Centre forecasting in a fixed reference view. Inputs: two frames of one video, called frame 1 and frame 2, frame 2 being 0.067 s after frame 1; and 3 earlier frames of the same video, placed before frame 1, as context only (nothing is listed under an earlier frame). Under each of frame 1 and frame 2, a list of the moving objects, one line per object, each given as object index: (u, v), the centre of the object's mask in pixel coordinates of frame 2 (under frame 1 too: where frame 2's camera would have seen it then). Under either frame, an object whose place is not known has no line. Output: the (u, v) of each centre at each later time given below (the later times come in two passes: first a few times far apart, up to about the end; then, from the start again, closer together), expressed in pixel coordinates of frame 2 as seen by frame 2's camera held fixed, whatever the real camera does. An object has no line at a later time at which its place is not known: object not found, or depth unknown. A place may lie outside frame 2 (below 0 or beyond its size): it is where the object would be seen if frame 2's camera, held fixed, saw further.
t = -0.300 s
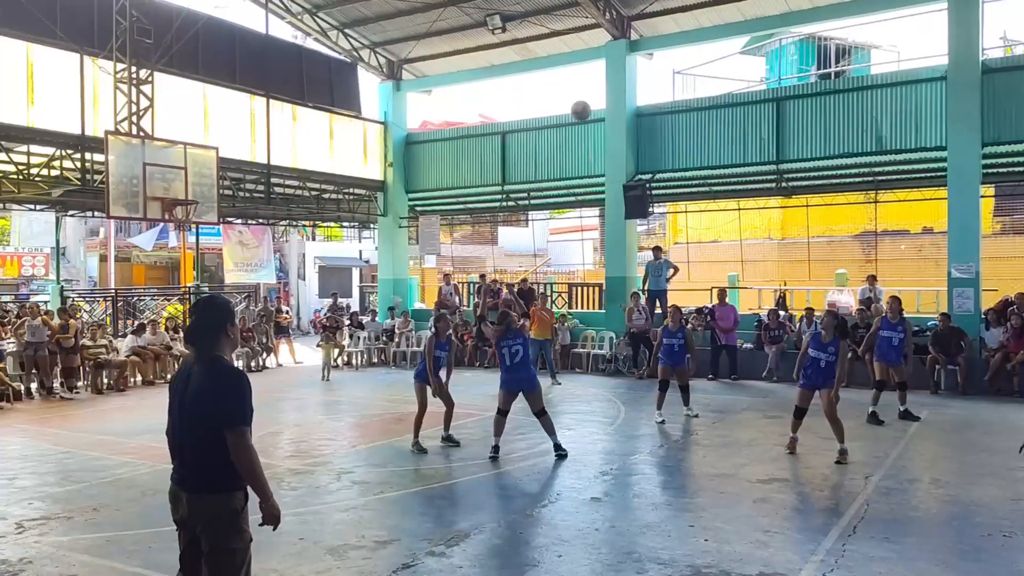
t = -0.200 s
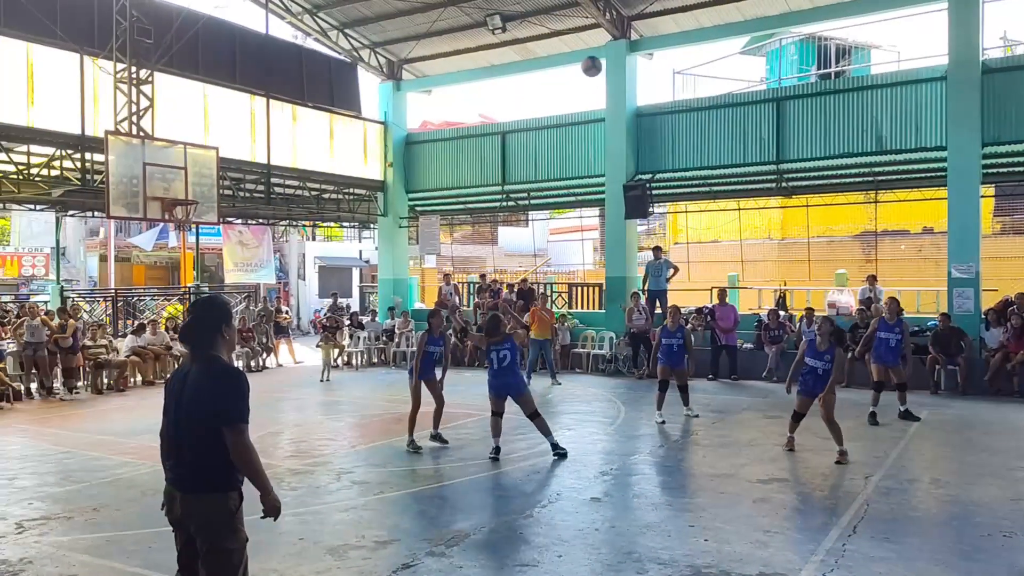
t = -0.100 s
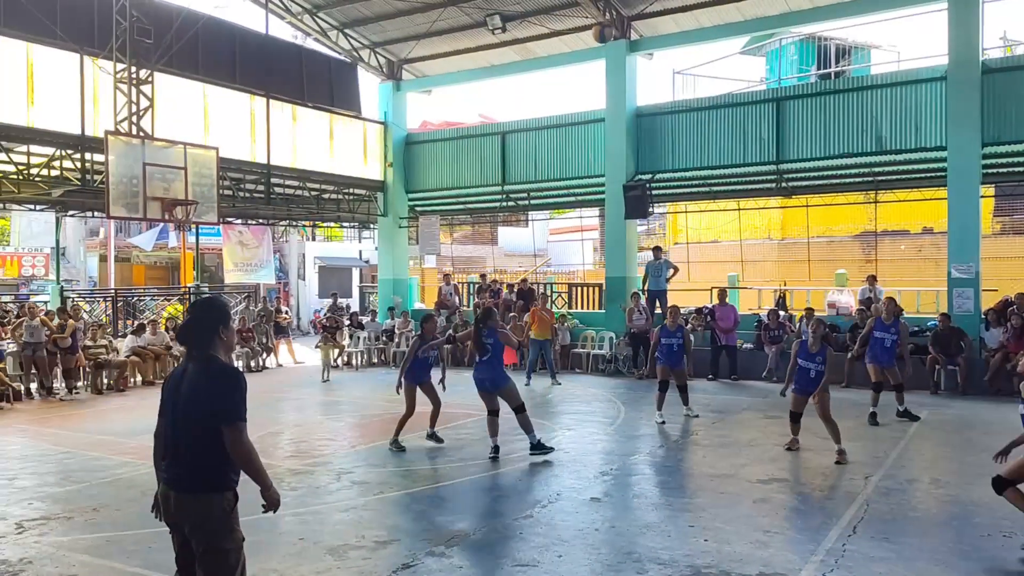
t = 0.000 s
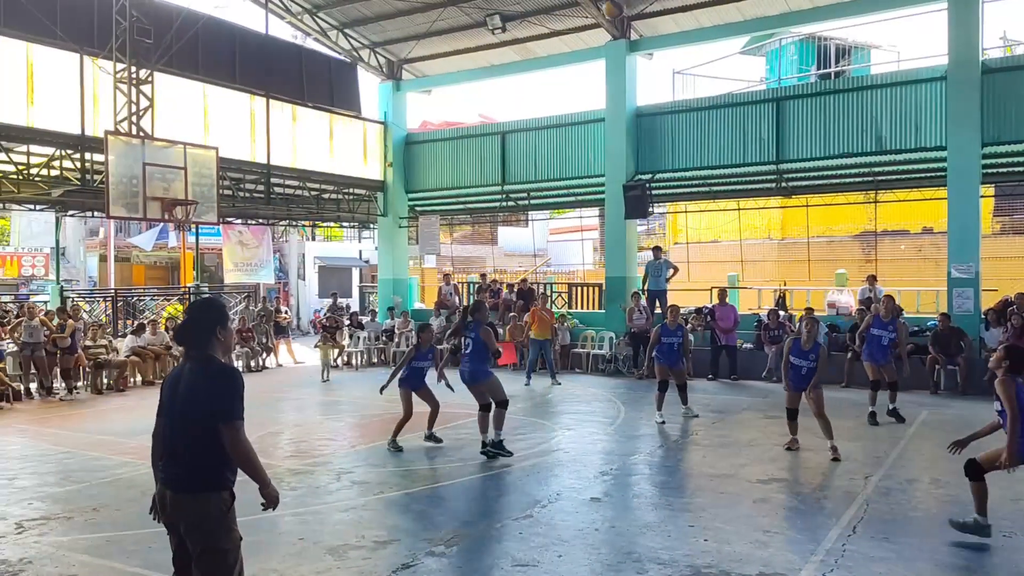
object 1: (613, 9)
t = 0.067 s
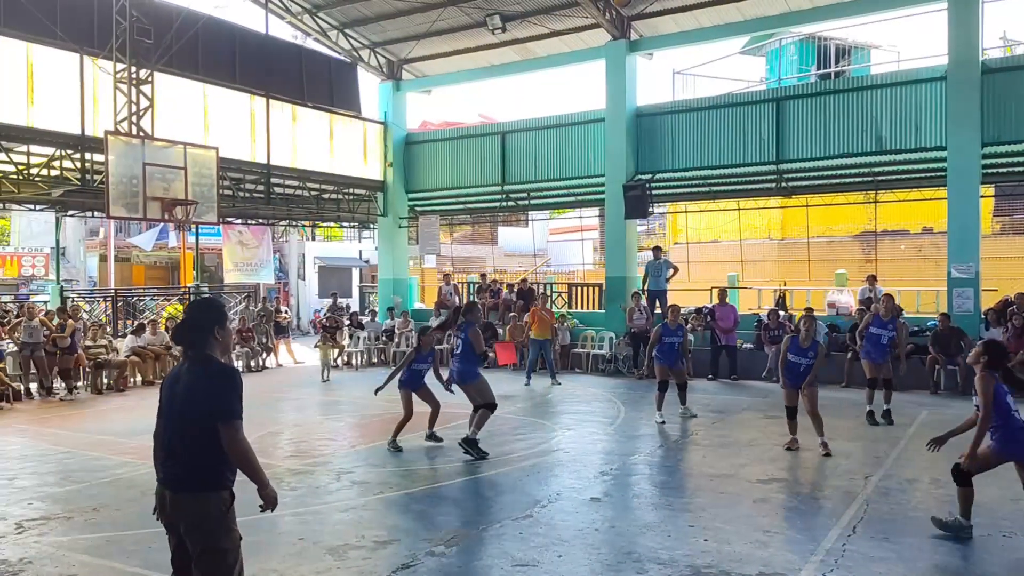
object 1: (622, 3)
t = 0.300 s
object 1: (650, 2)
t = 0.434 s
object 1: (668, 19)
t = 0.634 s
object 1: (696, 100)
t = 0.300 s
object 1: (650, 2)
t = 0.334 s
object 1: (654, 5)
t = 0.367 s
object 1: (659, 7)
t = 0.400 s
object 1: (664, 11)
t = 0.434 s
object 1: (668, 19)
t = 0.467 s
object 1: (673, 29)
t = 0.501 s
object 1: (677, 40)
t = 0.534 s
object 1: (682, 53)
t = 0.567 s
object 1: (686, 67)
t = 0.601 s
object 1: (691, 83)
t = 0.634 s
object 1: (696, 100)
